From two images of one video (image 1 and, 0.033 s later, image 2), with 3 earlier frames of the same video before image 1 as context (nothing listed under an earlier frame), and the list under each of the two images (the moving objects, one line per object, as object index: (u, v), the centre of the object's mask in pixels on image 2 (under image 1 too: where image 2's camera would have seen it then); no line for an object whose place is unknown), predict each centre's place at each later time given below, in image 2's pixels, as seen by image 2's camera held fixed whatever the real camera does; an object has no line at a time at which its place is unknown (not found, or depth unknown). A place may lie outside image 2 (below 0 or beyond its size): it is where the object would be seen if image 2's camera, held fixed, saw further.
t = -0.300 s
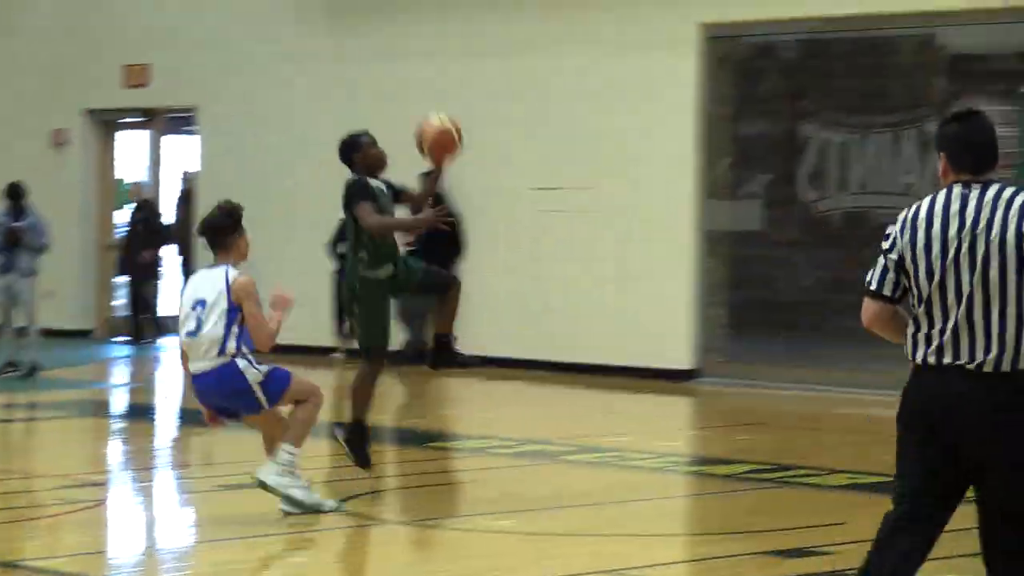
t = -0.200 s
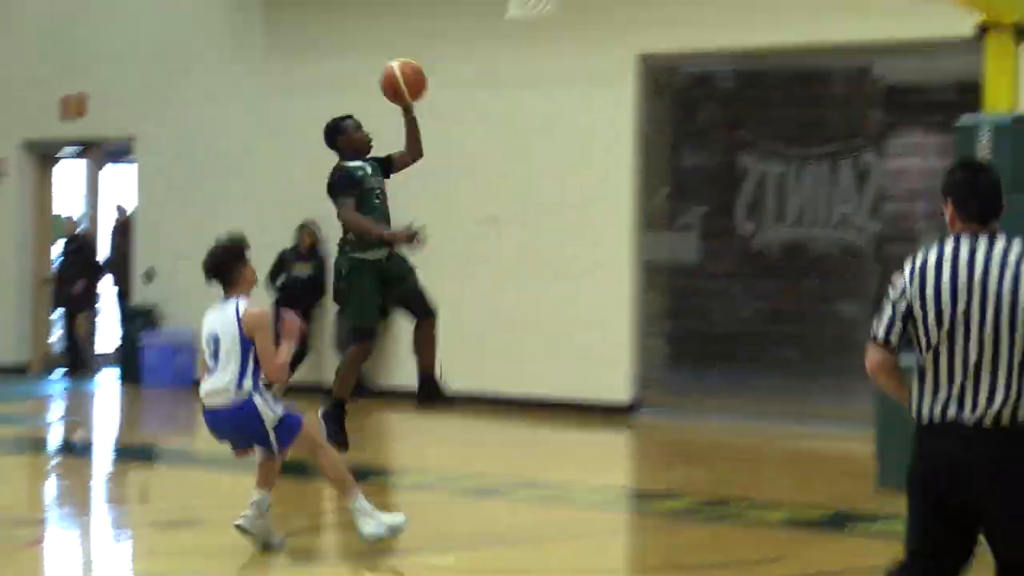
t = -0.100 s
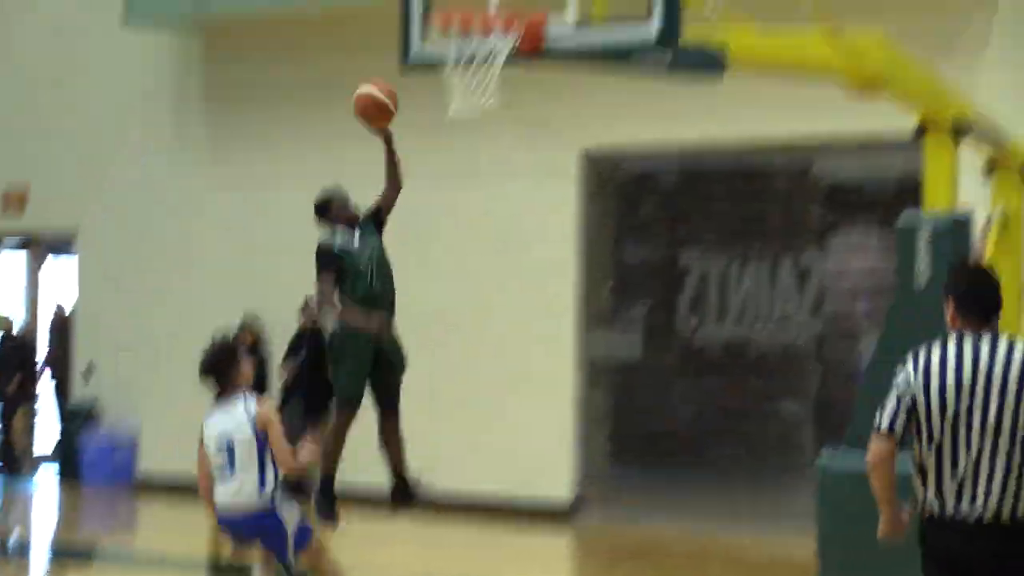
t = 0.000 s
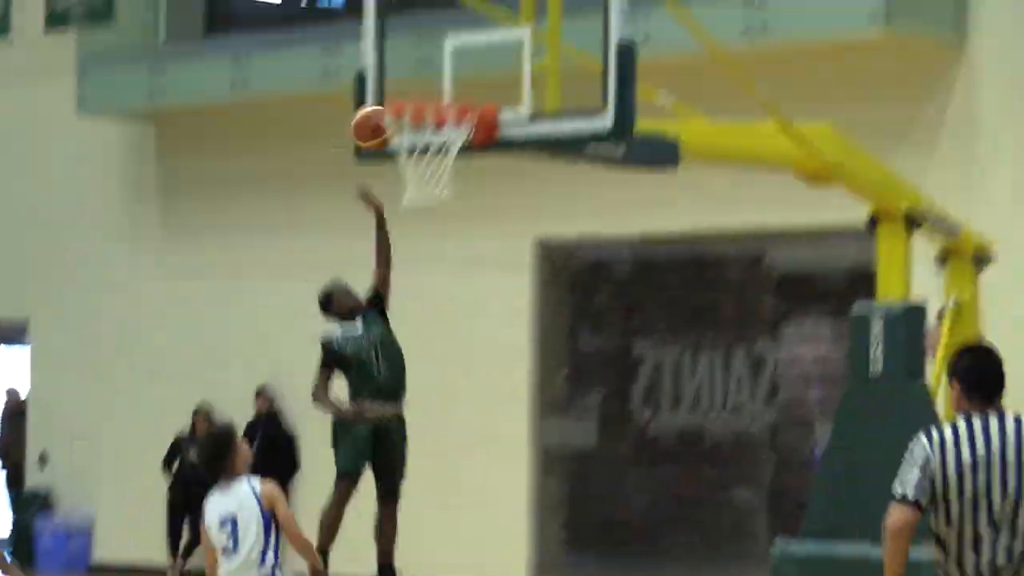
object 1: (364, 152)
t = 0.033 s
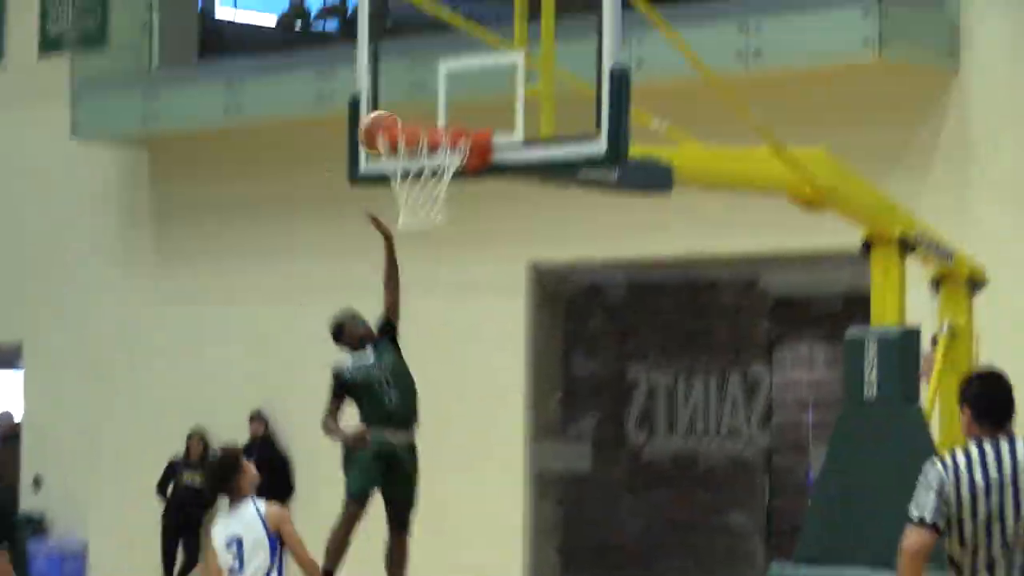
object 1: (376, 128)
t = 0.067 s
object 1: (395, 113)
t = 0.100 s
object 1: (409, 104)
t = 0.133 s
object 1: (419, 96)
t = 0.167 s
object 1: (417, 91)
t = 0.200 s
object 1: (415, 88)
